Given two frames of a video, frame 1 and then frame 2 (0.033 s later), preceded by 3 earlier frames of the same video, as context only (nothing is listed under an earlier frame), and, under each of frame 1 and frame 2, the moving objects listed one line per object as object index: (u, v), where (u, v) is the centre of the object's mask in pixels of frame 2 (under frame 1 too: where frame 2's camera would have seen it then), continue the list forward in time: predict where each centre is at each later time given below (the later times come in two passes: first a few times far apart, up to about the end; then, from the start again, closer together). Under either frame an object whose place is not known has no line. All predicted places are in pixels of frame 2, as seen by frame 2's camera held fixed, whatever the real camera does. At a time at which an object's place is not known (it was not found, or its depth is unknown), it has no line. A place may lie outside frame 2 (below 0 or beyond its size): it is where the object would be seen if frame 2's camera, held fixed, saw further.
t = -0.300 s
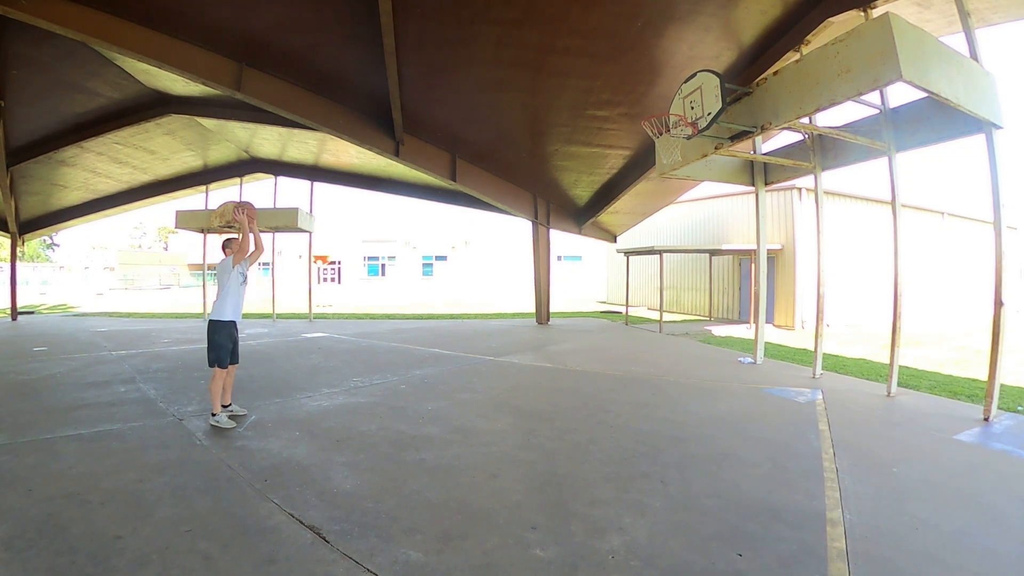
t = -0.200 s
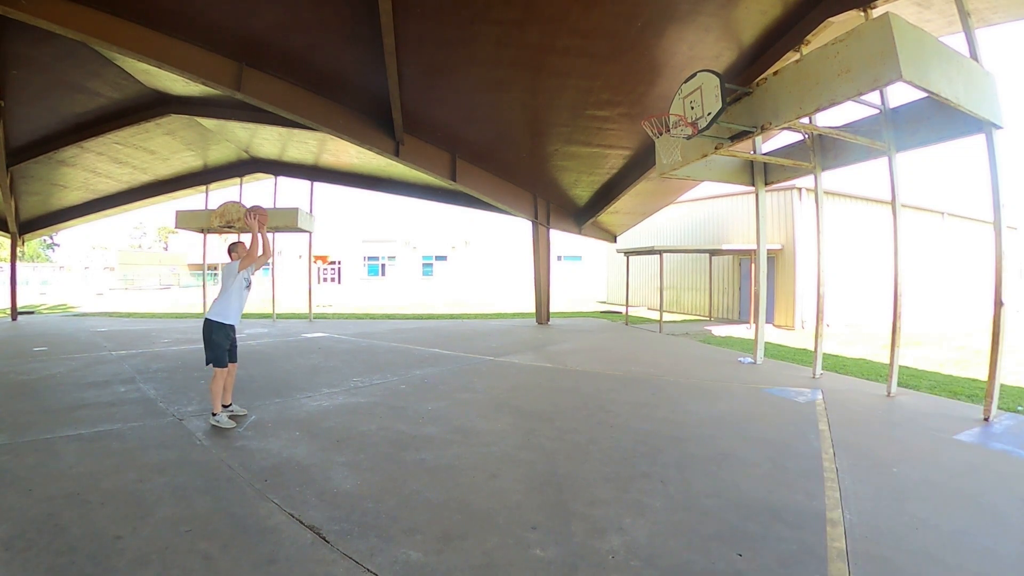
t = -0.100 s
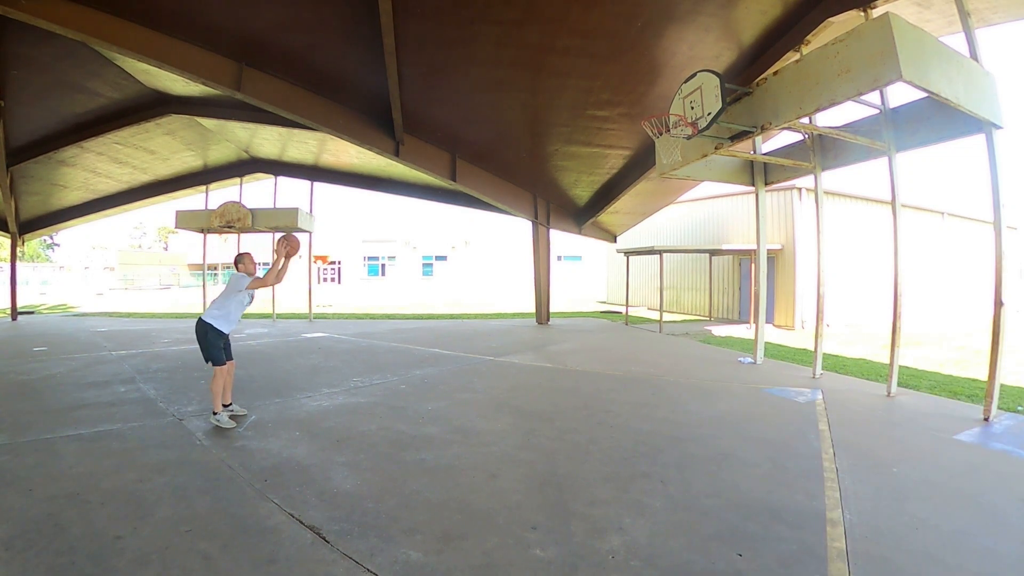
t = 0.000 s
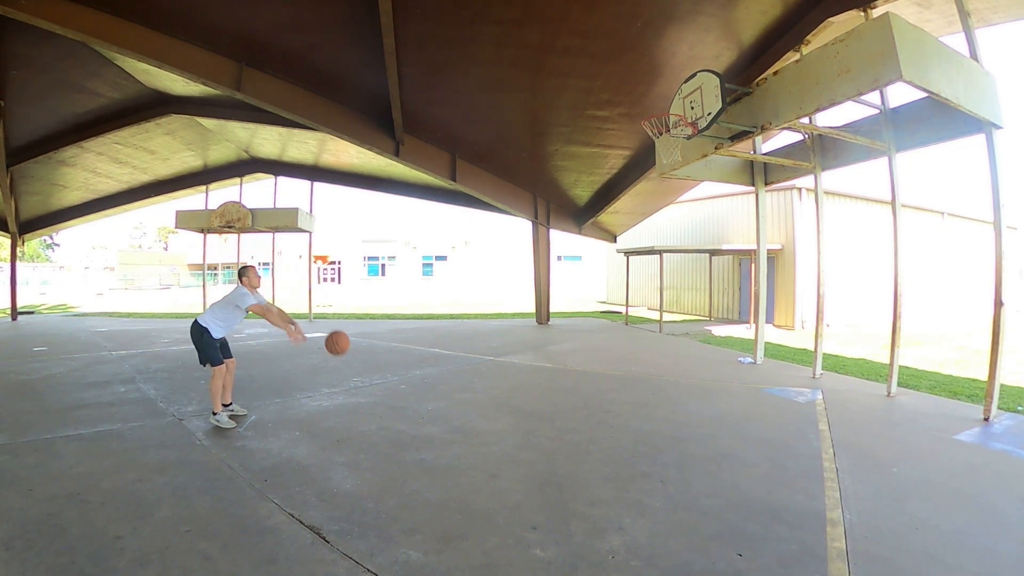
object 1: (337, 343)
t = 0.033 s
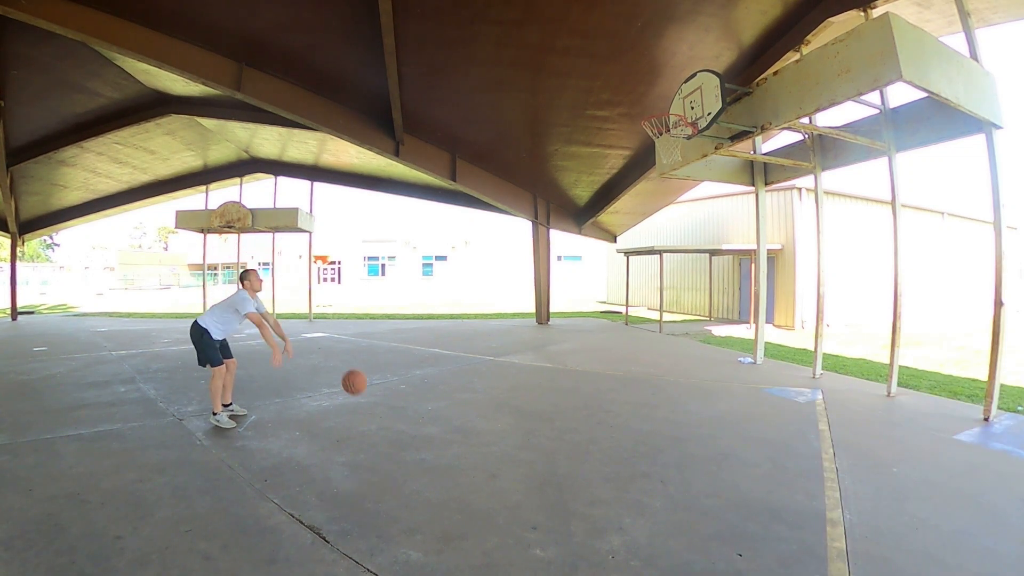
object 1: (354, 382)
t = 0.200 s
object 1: (401, 302)
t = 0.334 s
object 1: (438, 207)
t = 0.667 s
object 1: (528, 74)
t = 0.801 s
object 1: (561, 55)
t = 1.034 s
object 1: (615, 58)
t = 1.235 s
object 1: (660, 93)
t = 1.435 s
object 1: (657, 108)
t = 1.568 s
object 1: (638, 112)
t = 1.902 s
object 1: (583, 214)
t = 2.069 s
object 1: (507, 295)
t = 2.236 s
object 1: (482, 246)
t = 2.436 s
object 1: (451, 223)
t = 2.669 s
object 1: (415, 247)
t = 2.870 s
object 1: (386, 313)
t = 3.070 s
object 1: (361, 412)
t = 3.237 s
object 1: (337, 344)
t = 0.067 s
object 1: (369, 414)
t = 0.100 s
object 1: (377, 385)
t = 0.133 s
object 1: (385, 356)
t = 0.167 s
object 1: (393, 329)
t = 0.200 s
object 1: (401, 302)
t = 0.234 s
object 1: (410, 277)
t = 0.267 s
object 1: (419, 252)
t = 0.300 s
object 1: (429, 230)
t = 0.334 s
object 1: (438, 207)
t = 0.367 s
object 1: (448, 189)
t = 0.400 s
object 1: (457, 170)
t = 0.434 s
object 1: (466, 153)
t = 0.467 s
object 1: (475, 138)
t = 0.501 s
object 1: (484, 124)
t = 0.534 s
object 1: (493, 111)
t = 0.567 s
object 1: (502, 100)
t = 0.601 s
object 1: (511, 90)
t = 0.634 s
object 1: (520, 82)
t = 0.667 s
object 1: (528, 74)
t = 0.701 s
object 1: (536, 68)
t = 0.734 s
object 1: (545, 63)
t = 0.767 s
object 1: (553, 58)
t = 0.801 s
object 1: (561, 55)
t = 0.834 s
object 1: (568, 53)
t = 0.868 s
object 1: (576, 51)
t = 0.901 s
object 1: (584, 51)
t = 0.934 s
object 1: (592, 51)
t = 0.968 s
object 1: (600, 53)
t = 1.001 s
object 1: (608, 55)
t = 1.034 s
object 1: (615, 58)
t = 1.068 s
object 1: (623, 62)
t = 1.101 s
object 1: (631, 67)
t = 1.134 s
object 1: (639, 72)
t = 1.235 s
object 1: (660, 93)
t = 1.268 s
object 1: (667, 102)
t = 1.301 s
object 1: (675, 109)
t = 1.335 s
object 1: (673, 110)
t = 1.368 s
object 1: (668, 111)
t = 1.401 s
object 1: (662, 110)
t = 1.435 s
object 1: (657, 108)
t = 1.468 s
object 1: (652, 109)
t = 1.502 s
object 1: (648, 109)
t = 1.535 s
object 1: (643, 110)
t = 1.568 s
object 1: (638, 112)
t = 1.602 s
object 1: (634, 114)
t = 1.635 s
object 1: (630, 118)
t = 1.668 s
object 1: (625, 122)
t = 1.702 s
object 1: (621, 127)
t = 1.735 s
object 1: (617, 133)
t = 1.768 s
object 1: (612, 140)
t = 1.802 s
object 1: (608, 148)
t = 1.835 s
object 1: (603, 158)
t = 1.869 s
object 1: (597, 174)
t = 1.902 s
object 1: (583, 214)
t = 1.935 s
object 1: (565, 284)
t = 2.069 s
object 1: (507, 295)
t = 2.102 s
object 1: (502, 283)
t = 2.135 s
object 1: (497, 272)
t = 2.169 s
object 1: (492, 262)
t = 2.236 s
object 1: (482, 246)
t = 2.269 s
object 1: (477, 239)
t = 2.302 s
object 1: (472, 234)
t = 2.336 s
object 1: (467, 230)
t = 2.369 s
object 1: (462, 226)
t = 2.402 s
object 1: (456, 224)
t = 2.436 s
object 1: (451, 223)
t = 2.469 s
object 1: (446, 223)
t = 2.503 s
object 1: (441, 224)
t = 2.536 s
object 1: (436, 226)
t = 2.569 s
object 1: (431, 230)
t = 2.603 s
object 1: (426, 234)
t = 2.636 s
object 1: (421, 240)
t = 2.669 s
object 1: (415, 247)
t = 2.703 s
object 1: (410, 255)
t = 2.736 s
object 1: (405, 264)
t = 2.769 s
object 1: (400, 275)
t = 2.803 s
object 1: (395, 286)
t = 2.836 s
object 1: (390, 299)
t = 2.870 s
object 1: (386, 313)
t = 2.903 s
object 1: (381, 328)
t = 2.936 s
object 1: (377, 344)
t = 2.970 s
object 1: (372, 362)
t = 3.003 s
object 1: (368, 380)
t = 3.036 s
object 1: (365, 399)
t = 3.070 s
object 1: (361, 412)
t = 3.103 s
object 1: (355, 396)
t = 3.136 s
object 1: (351, 382)
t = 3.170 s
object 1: (346, 368)
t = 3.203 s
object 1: (342, 356)
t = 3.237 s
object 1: (337, 344)
